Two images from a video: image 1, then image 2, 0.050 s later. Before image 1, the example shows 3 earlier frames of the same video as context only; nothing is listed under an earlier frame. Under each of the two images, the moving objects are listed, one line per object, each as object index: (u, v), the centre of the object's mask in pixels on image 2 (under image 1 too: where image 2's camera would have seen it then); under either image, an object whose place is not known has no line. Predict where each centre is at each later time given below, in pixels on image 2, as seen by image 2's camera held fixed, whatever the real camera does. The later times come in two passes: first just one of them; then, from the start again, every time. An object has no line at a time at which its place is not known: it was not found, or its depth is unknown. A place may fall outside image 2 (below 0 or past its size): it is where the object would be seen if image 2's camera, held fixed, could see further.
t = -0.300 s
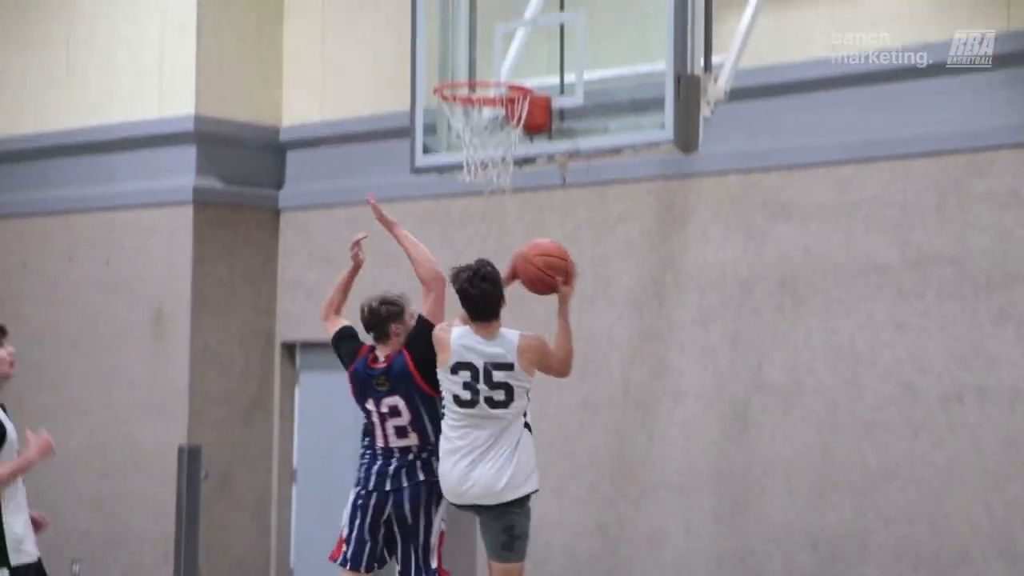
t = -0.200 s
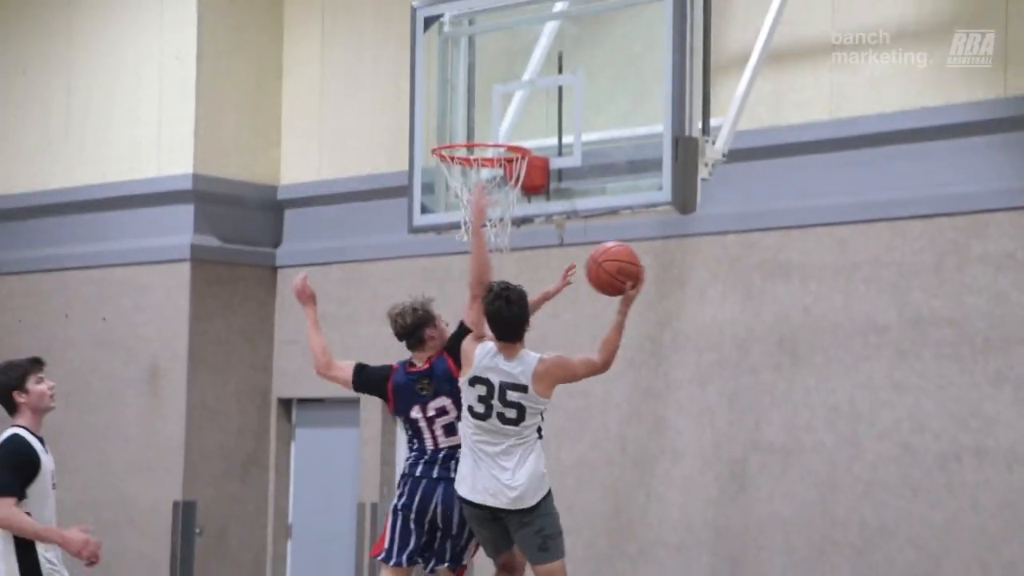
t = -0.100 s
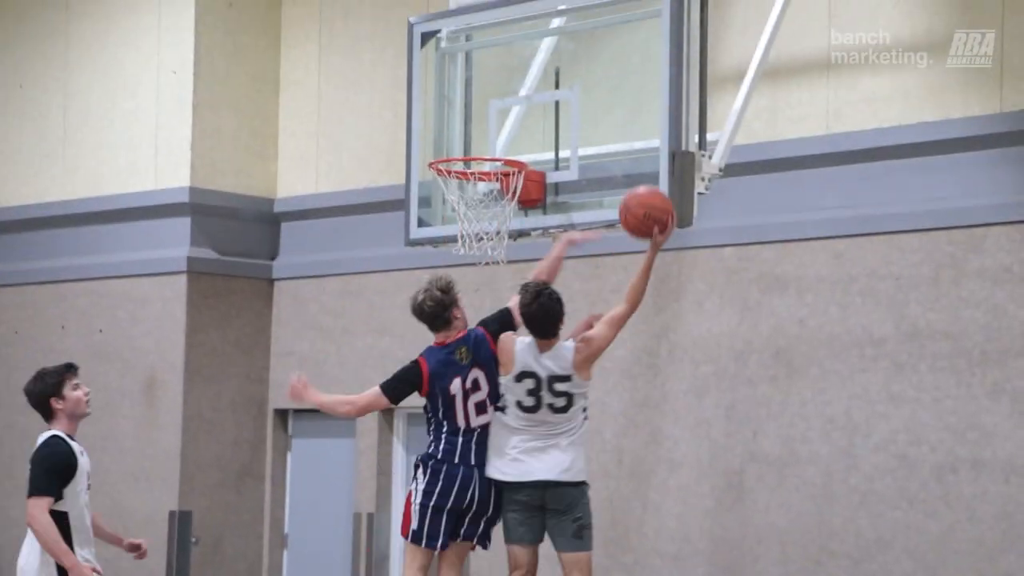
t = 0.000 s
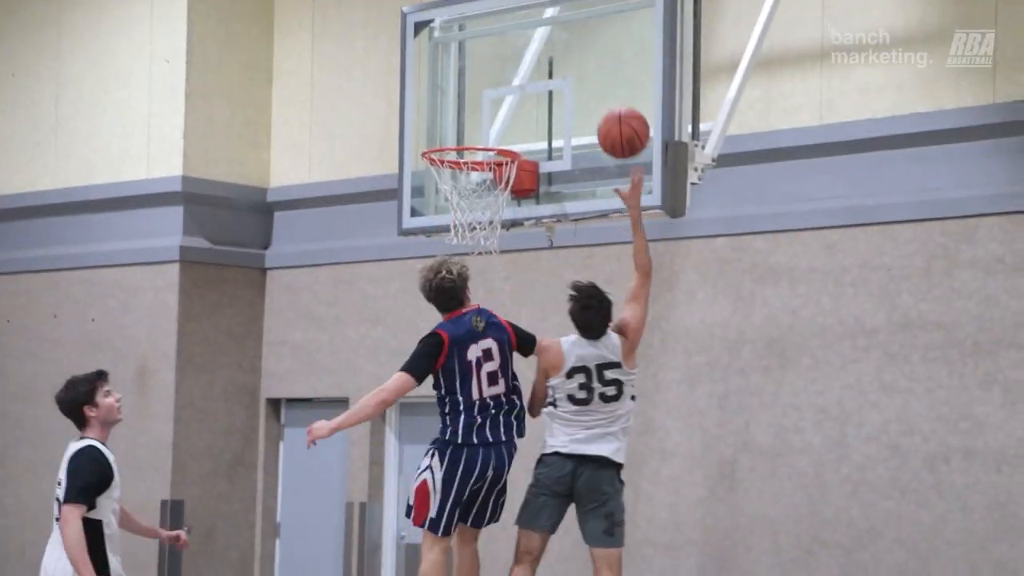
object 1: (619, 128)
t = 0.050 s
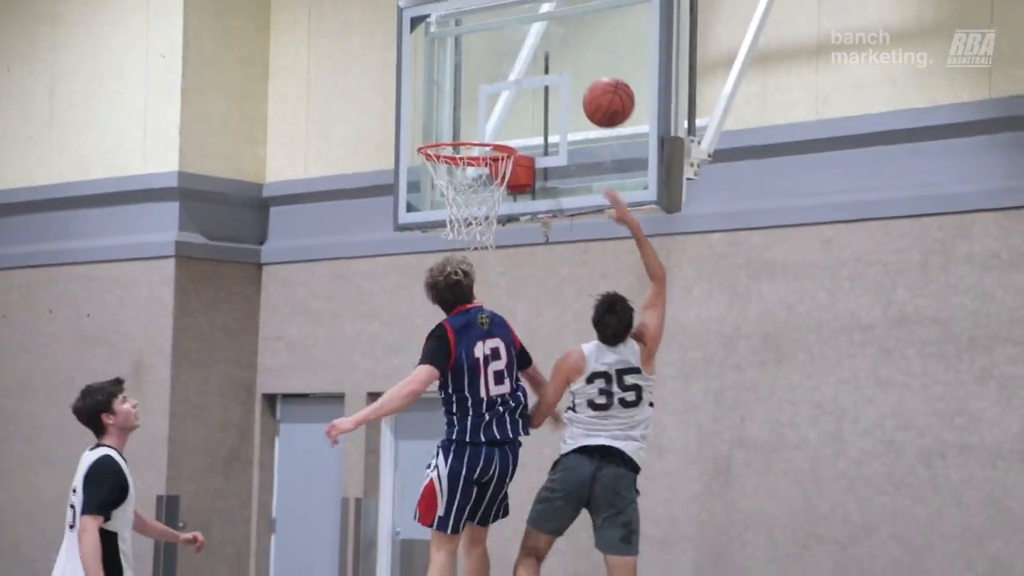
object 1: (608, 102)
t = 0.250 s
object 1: (567, 53)
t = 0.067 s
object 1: (605, 95)
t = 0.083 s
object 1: (601, 88)
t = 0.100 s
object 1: (598, 82)
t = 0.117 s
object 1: (594, 76)
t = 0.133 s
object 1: (591, 72)
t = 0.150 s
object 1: (588, 67)
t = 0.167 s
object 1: (584, 63)
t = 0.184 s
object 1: (581, 60)
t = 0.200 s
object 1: (577, 57)
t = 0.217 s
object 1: (574, 55)
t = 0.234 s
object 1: (570, 54)
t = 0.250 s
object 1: (567, 53)
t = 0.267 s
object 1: (563, 53)
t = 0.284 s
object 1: (560, 54)
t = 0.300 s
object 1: (557, 55)
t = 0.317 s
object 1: (553, 56)
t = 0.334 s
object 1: (550, 58)
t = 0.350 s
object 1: (547, 59)
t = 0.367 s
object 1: (541, 60)
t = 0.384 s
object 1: (536, 60)
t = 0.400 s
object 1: (531, 62)
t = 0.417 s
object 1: (526, 64)
